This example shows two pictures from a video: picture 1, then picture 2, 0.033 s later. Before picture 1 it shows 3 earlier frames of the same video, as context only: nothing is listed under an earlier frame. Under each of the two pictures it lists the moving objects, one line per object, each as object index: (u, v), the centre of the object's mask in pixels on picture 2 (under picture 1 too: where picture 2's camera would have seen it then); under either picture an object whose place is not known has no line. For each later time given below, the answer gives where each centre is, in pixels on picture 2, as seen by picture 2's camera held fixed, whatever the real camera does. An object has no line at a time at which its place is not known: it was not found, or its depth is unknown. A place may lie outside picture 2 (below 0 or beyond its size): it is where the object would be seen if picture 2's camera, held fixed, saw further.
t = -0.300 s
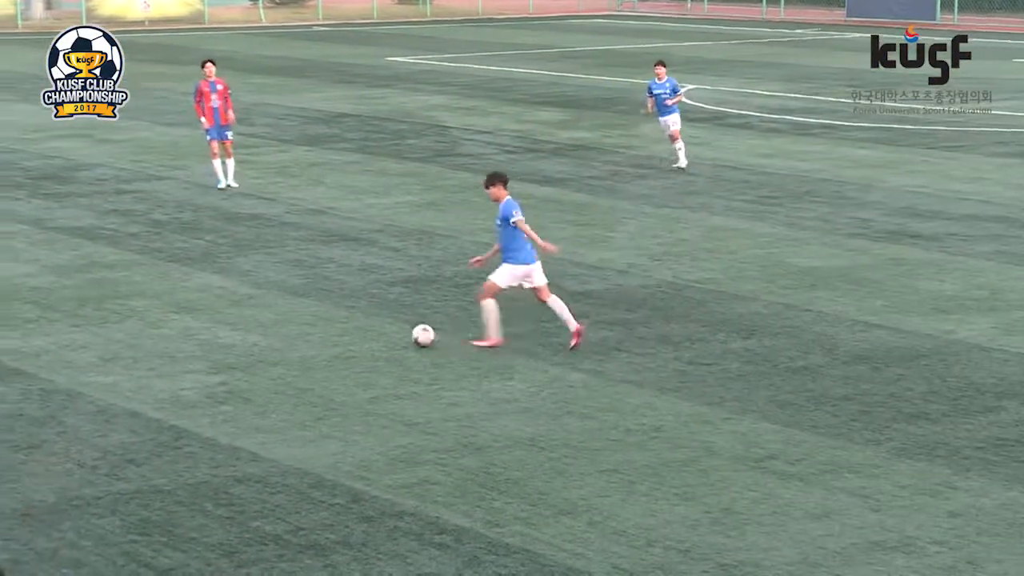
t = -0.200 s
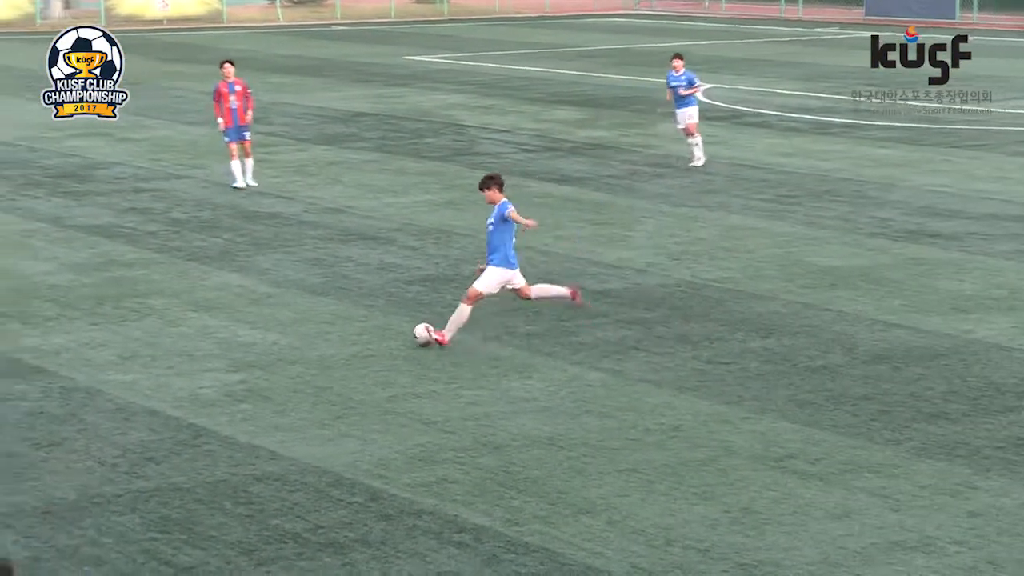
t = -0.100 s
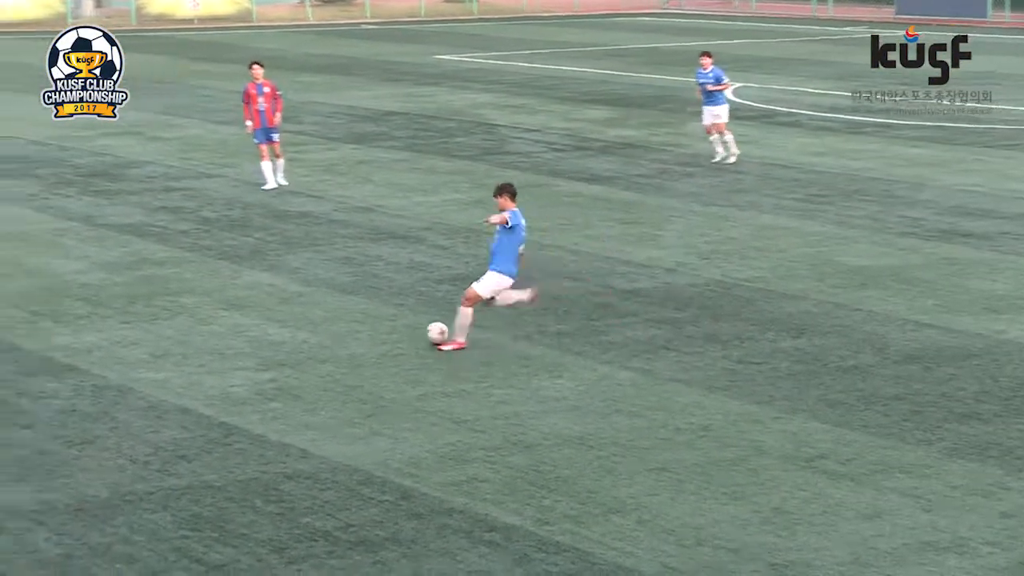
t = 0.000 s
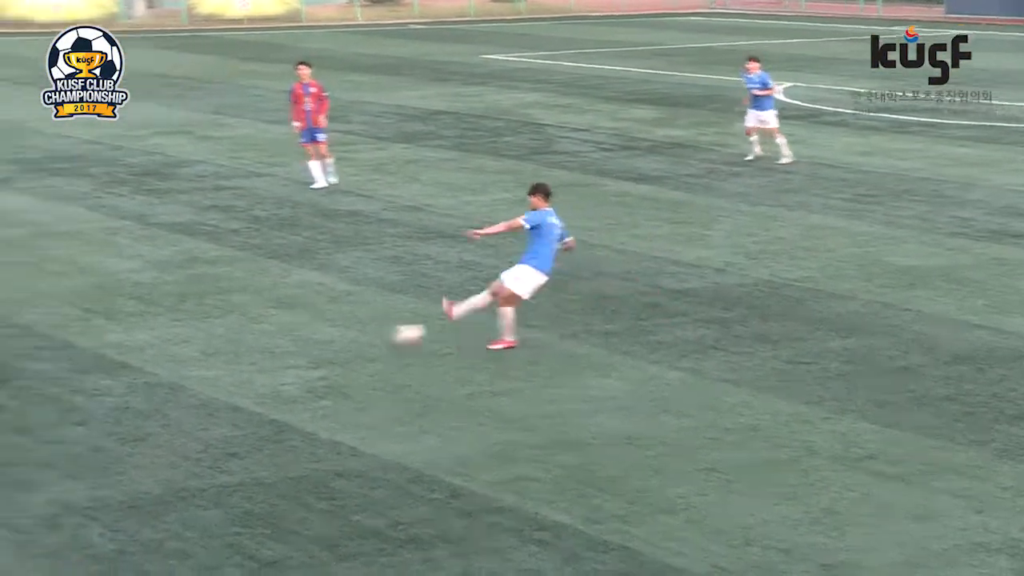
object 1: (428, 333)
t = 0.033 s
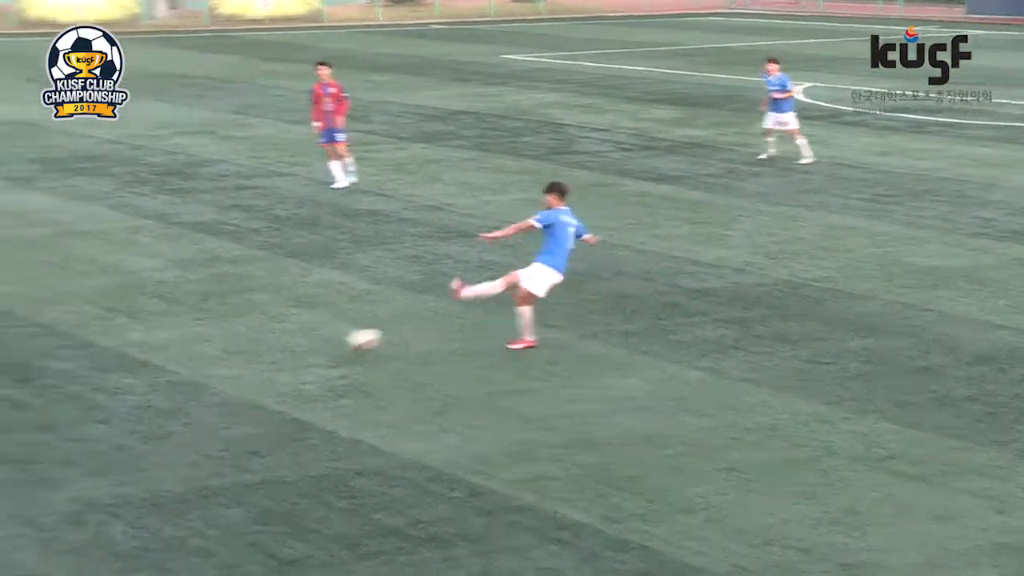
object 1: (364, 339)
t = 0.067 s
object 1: (296, 346)
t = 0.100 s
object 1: (230, 354)
